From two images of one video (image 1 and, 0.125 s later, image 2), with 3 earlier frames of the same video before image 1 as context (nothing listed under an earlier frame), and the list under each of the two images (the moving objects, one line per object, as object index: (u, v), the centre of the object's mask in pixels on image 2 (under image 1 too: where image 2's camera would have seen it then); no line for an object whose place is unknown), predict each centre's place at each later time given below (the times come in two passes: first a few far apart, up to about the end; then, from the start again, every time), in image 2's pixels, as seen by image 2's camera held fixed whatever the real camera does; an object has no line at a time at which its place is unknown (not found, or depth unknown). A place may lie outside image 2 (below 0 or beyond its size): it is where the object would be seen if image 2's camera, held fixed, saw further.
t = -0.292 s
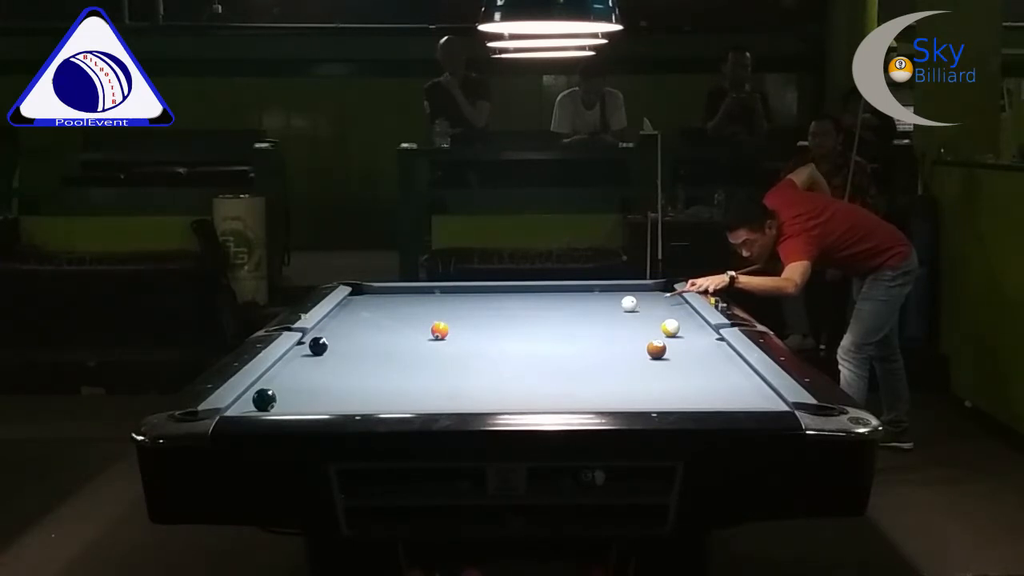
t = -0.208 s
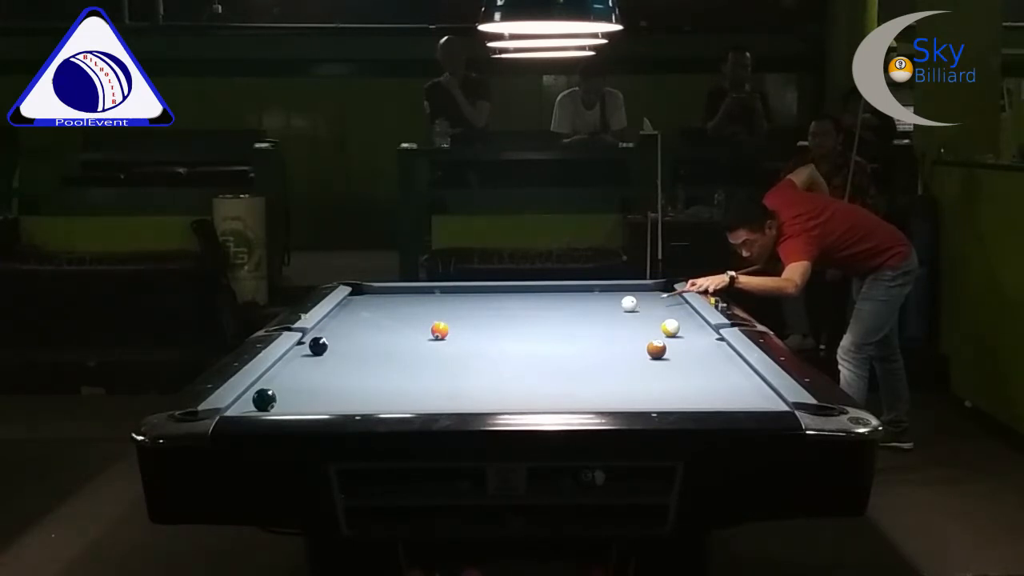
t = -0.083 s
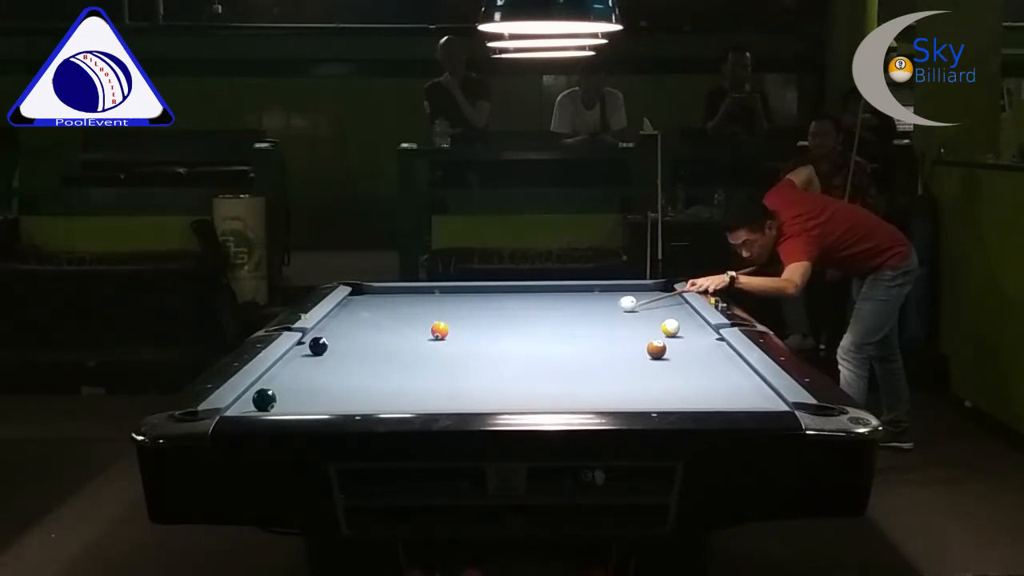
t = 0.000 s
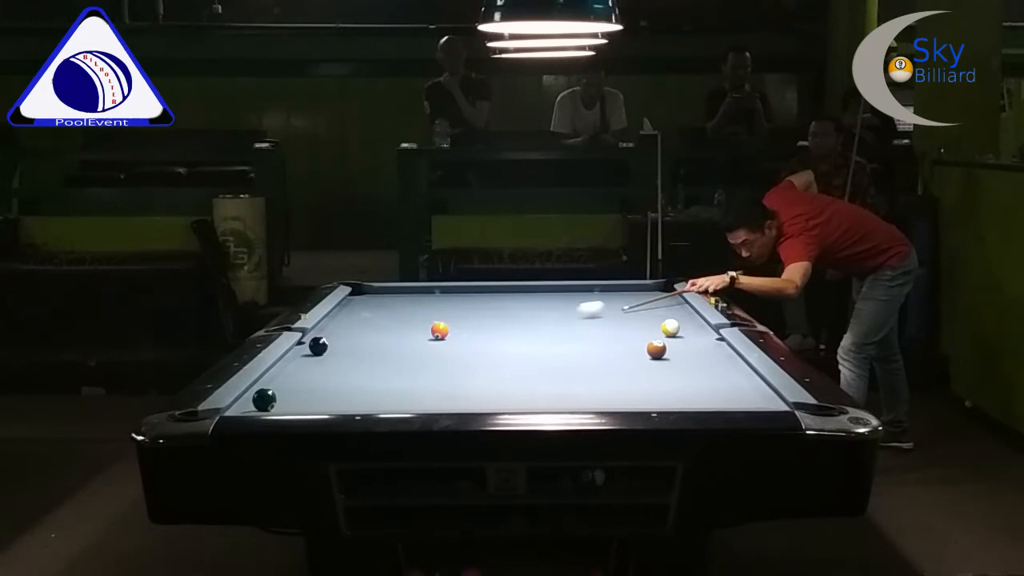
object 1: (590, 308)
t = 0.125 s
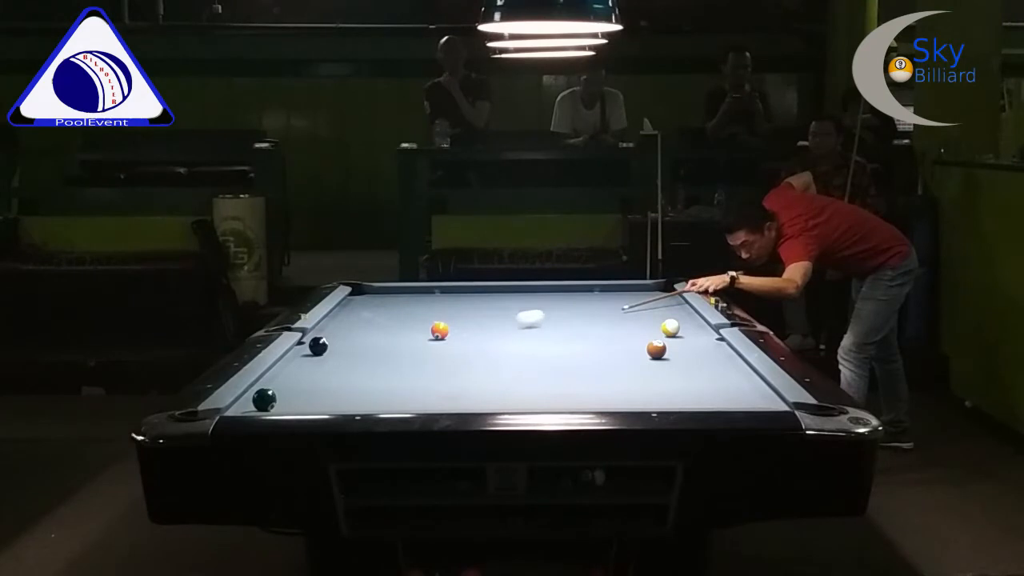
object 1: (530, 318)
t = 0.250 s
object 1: (472, 326)
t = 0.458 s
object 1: (459, 337)
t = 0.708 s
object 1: (462, 348)
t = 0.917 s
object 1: (465, 358)
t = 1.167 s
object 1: (469, 370)
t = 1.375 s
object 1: (472, 381)
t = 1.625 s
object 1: (476, 395)
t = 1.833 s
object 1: (479, 403)
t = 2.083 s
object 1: (486, 402)
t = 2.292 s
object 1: (492, 399)
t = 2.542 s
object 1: (499, 394)
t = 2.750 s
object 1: (503, 388)
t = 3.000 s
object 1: (508, 383)
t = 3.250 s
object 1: (512, 378)
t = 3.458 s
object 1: (515, 374)
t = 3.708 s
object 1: (517, 371)
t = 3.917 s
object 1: (519, 368)
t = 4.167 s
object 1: (520, 366)
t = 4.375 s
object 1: (522, 364)
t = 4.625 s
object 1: (523, 361)
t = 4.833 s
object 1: (524, 360)
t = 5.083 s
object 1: (525, 358)
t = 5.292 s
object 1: (525, 358)
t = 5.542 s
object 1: (527, 356)
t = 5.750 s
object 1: (527, 355)
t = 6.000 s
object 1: (527, 355)
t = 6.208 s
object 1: (527, 354)
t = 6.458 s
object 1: (527, 354)
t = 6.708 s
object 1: (527, 354)
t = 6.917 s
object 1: (527, 354)
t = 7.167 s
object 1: (527, 354)
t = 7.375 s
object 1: (527, 356)
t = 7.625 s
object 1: (527, 355)
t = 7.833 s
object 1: (527, 355)
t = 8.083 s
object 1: (527, 356)
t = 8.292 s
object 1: (527, 356)
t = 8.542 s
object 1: (527, 355)
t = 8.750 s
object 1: (527, 355)
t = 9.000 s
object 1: (527, 355)
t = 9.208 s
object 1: (527, 355)
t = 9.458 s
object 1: (527, 355)
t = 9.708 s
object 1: (527, 356)
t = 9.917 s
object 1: (527, 355)
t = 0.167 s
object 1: (510, 320)
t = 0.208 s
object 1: (491, 323)
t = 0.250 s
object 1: (472, 326)
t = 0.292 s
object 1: (458, 330)
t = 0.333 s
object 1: (458, 332)
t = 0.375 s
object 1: (458, 334)
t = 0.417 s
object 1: (459, 336)
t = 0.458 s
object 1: (459, 337)
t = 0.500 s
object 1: (460, 339)
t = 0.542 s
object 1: (460, 341)
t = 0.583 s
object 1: (461, 343)
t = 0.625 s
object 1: (461, 345)
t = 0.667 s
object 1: (462, 346)
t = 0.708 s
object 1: (462, 348)
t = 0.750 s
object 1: (463, 350)
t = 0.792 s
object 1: (464, 352)
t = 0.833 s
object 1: (464, 354)
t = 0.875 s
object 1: (465, 356)
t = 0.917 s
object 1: (465, 358)
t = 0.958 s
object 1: (466, 359)
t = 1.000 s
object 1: (467, 362)
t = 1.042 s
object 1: (467, 364)
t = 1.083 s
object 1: (468, 366)
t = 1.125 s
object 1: (468, 368)
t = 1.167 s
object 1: (469, 370)
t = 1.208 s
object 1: (470, 372)
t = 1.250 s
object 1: (470, 374)
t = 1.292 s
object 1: (471, 376)
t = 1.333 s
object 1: (472, 378)
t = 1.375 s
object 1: (472, 381)
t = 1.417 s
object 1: (473, 383)
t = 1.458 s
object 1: (474, 385)
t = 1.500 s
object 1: (474, 387)
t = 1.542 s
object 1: (475, 390)
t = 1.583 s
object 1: (475, 393)
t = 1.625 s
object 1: (476, 395)
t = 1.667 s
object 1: (477, 397)
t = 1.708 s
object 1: (477, 398)
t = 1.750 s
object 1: (478, 400)
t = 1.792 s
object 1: (479, 401)
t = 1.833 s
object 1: (479, 403)
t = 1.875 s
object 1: (479, 404)
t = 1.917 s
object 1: (480, 405)
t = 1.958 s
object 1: (482, 404)
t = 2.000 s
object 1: (483, 404)
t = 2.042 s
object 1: (485, 403)
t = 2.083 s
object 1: (486, 402)
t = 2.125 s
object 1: (487, 402)
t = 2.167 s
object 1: (488, 401)
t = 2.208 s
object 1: (489, 400)
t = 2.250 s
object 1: (491, 400)
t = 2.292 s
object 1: (492, 399)
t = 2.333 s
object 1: (493, 398)
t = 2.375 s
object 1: (494, 397)
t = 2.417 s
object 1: (495, 397)
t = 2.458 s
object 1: (496, 396)
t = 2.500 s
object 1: (498, 394)
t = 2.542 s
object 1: (499, 394)
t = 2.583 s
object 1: (500, 393)
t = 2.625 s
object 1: (501, 392)
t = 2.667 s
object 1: (502, 391)
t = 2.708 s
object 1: (502, 390)
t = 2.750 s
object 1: (503, 388)
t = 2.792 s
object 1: (504, 388)
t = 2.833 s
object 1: (505, 387)
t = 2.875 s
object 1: (506, 386)
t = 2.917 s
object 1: (507, 385)
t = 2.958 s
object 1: (507, 384)
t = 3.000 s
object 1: (508, 383)
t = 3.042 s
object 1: (509, 382)
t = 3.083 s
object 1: (510, 382)
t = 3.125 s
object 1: (510, 381)
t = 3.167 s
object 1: (511, 380)
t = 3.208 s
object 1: (512, 379)
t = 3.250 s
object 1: (512, 378)
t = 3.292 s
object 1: (513, 378)
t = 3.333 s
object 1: (513, 377)
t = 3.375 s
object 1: (514, 376)
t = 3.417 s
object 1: (514, 375)
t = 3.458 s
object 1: (515, 374)
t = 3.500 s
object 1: (515, 374)
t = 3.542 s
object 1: (516, 373)
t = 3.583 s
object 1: (516, 373)
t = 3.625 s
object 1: (517, 372)
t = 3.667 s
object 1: (517, 371)
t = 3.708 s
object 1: (517, 371)
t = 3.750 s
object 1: (518, 370)
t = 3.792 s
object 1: (518, 370)
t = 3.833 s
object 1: (518, 369)
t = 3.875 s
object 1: (519, 369)
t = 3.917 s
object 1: (519, 368)
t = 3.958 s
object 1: (519, 368)
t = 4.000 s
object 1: (519, 367)
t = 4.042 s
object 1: (520, 367)
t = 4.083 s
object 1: (520, 366)
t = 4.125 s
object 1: (520, 366)
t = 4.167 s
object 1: (520, 366)
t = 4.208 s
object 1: (521, 365)
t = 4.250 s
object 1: (521, 365)
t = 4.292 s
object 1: (521, 365)
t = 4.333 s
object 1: (521, 364)
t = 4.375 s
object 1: (522, 364)
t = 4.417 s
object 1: (522, 363)
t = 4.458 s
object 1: (522, 363)
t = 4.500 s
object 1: (522, 363)
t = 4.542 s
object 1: (523, 362)
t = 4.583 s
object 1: (523, 361)
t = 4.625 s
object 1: (523, 361)
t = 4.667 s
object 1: (523, 360)
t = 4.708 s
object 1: (523, 360)
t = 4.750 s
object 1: (523, 360)
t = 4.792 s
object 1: (523, 360)
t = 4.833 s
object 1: (524, 360)
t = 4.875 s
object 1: (524, 360)
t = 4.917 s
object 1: (524, 360)
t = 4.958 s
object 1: (524, 359)
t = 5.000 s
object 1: (524, 359)
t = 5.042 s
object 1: (524, 359)
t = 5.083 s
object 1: (525, 358)
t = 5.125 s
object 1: (525, 358)
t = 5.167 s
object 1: (525, 358)
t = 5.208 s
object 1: (525, 358)
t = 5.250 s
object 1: (525, 358)
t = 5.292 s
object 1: (525, 358)
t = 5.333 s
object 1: (526, 358)
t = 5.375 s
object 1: (526, 357)
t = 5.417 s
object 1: (526, 356)
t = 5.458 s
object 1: (527, 356)
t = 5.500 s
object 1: (527, 356)
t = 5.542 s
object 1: (527, 356)
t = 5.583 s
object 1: (527, 356)
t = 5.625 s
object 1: (527, 356)
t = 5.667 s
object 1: (527, 356)
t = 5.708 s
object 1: (527, 355)
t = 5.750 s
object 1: (527, 355)
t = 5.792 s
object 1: (527, 355)
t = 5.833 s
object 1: (527, 355)
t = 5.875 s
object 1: (527, 355)
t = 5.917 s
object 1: (527, 355)
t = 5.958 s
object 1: (527, 355)
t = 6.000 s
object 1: (527, 355)
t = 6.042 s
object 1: (527, 355)
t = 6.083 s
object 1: (527, 355)
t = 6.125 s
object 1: (527, 355)
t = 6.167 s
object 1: (527, 355)
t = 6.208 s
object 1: (527, 354)
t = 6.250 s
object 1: (527, 355)
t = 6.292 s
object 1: (527, 354)
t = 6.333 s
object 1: (527, 354)
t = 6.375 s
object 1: (527, 354)
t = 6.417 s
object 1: (527, 354)
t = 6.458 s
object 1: (527, 354)
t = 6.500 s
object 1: (527, 354)
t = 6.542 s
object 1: (527, 354)
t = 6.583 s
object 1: (527, 354)
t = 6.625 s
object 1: (527, 354)
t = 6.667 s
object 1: (527, 354)
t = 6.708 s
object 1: (527, 354)
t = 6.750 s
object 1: (527, 354)
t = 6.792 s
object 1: (527, 354)
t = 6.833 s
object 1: (527, 354)
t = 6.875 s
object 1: (527, 354)
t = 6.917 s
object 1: (527, 354)
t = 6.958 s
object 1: (527, 354)
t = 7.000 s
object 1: (527, 354)
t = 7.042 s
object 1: (527, 354)
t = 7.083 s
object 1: (527, 354)
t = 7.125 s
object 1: (527, 354)
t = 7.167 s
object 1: (527, 354)
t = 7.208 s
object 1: (527, 356)
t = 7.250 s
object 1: (527, 355)
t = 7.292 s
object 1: (527, 356)
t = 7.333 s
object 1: (527, 356)
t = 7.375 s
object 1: (527, 356)
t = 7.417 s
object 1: (527, 356)
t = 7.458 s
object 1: (527, 355)
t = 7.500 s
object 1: (527, 356)
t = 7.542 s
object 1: (527, 355)
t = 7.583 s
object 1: (527, 356)
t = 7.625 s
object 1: (527, 355)
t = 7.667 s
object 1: (527, 356)
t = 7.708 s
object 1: (527, 356)
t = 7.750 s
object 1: (527, 355)
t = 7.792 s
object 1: (527, 356)
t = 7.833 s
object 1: (527, 355)
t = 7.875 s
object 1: (527, 355)
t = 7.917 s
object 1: (527, 355)
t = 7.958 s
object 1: (527, 356)
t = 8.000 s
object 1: (527, 356)
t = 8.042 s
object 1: (527, 355)
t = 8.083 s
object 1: (527, 356)
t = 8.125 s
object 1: (527, 356)
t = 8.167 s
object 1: (527, 355)
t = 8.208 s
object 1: (527, 355)
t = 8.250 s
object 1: (527, 356)
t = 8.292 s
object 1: (527, 356)
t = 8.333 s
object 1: (527, 355)
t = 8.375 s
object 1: (527, 355)
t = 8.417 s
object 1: (527, 355)
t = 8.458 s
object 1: (527, 355)
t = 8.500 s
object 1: (527, 356)
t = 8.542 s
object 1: (527, 355)
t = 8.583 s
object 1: (527, 356)
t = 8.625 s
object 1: (527, 355)
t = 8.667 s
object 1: (527, 356)
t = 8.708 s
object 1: (527, 355)
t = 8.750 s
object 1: (527, 355)
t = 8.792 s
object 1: (527, 356)
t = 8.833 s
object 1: (527, 355)
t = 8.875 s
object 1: (527, 356)
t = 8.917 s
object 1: (527, 355)
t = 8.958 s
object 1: (527, 356)
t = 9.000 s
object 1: (527, 355)
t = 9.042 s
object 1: (527, 355)
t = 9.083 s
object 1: (527, 356)
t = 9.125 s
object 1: (527, 355)
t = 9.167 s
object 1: (527, 356)
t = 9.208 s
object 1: (527, 355)
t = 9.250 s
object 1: (527, 356)
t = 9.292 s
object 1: (527, 355)
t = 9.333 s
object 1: (527, 355)
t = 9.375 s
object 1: (527, 355)
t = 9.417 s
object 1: (527, 355)
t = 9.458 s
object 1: (527, 355)
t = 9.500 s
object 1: (527, 355)
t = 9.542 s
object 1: (527, 356)
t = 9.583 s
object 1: (527, 355)
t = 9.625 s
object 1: (527, 356)
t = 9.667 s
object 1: (527, 355)
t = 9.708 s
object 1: (527, 356)
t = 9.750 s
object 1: (527, 356)
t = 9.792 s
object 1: (527, 355)
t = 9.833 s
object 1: (527, 355)
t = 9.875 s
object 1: (527, 355)
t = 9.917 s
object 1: (527, 355)
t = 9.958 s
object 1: (527, 355)
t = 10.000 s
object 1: (527, 355)
